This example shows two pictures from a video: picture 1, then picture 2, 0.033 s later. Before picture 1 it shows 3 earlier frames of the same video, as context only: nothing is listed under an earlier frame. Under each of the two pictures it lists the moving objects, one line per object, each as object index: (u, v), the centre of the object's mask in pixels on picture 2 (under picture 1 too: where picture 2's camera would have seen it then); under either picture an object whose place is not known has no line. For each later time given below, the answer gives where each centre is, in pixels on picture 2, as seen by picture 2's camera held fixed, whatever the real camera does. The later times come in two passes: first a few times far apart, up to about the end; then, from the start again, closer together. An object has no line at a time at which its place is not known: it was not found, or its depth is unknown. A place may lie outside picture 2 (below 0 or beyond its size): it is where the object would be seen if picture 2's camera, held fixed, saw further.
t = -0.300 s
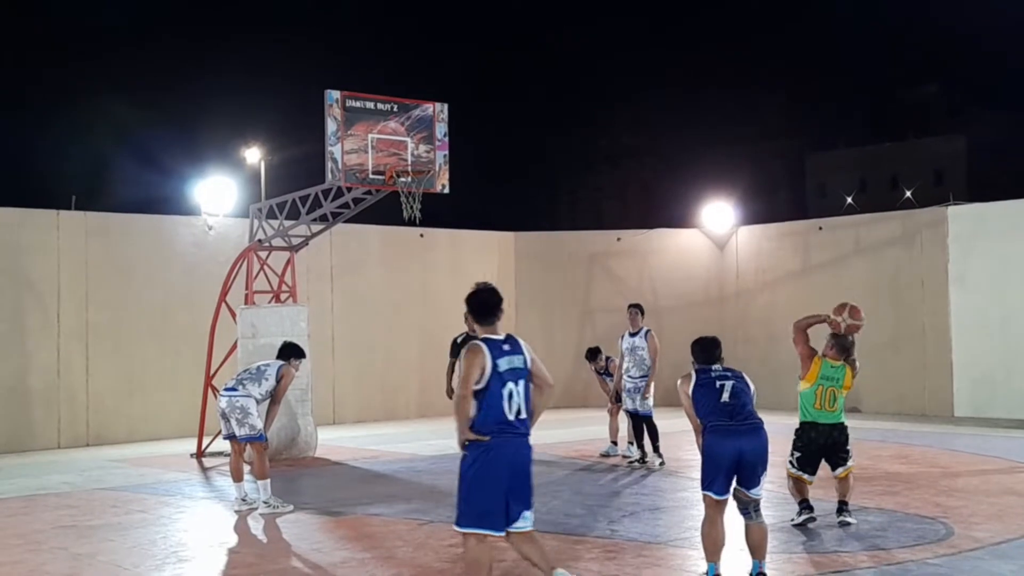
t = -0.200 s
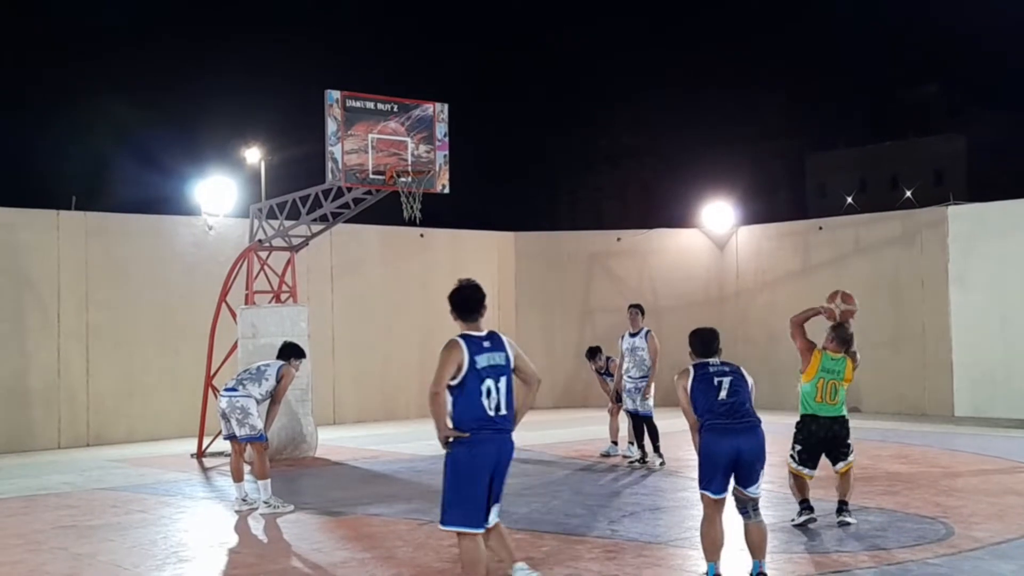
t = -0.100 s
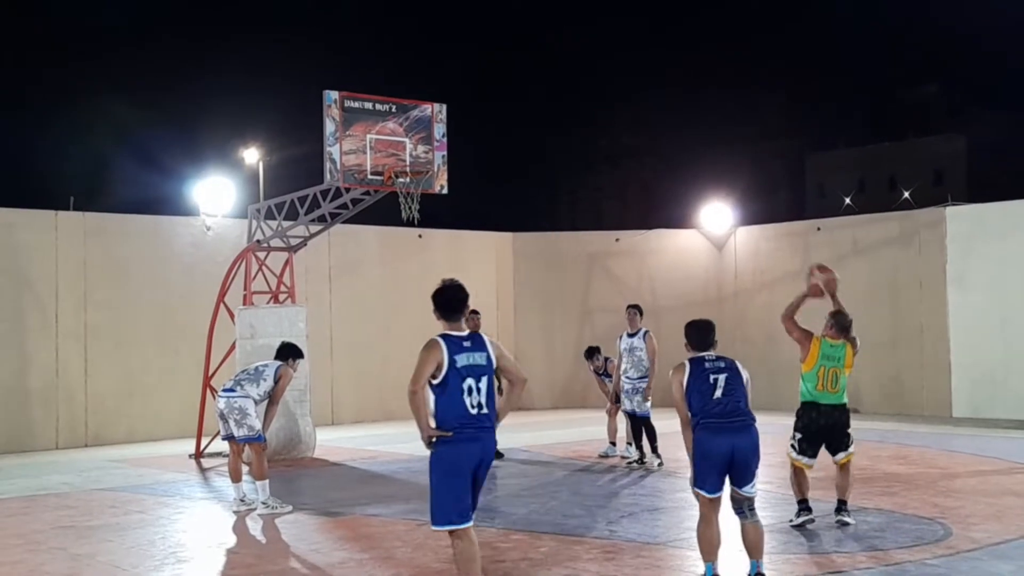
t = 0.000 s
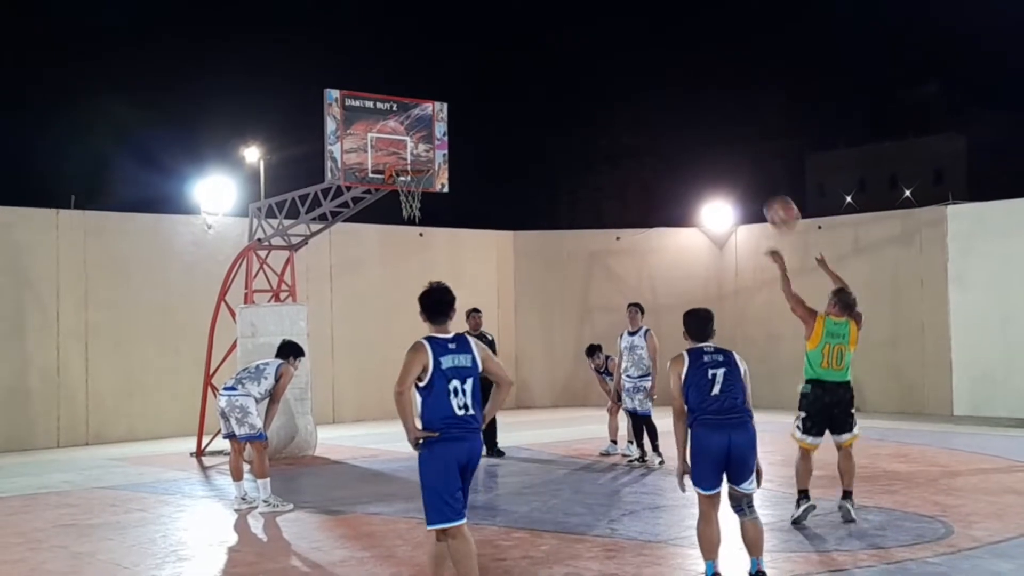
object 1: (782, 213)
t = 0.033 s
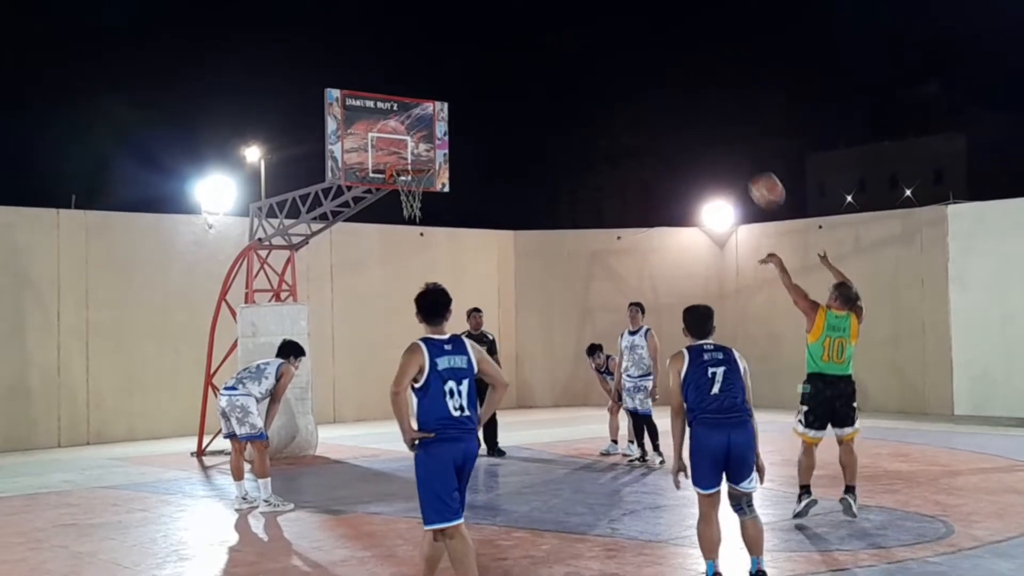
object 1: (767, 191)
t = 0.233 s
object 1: (678, 88)
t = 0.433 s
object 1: (602, 41)
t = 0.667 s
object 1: (525, 44)
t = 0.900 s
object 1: (459, 99)
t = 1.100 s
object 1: (419, 148)
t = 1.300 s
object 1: (405, 148)
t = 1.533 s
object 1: (401, 143)
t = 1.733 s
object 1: (402, 157)
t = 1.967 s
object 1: (406, 150)
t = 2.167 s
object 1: (411, 153)
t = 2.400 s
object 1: (414, 158)
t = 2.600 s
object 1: (418, 159)
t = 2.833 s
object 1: (426, 179)
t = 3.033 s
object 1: (412, 219)
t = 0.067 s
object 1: (751, 169)
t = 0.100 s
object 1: (736, 150)
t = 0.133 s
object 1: (721, 132)
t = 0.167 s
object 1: (706, 115)
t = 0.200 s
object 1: (692, 101)
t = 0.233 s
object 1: (678, 88)
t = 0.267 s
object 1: (664, 77)
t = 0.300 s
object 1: (651, 67)
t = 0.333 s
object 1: (638, 58)
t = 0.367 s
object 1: (626, 51)
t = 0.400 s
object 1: (614, 46)
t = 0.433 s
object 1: (602, 41)
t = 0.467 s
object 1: (590, 38)
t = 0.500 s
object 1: (579, 36)
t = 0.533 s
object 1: (568, 35)
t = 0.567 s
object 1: (556, 35)
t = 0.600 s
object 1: (545, 37)
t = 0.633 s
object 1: (535, 40)
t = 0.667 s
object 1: (525, 44)
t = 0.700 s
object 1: (515, 49)
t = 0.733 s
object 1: (505, 55)
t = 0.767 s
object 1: (495, 62)
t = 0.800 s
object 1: (486, 69)
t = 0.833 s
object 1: (476, 79)
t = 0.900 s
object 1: (459, 99)
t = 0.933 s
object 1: (452, 111)
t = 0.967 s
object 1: (442, 124)
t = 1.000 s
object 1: (434, 138)
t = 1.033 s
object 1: (427, 155)
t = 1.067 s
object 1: (423, 149)
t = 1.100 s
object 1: (419, 148)
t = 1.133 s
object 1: (417, 146)
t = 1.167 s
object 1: (415, 145)
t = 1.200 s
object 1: (413, 144)
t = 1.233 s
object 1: (411, 145)
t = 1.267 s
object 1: (407, 146)
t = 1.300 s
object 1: (405, 148)
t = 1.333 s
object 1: (404, 155)
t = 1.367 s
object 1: (402, 158)
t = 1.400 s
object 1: (400, 155)
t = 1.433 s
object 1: (400, 152)
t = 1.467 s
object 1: (401, 148)
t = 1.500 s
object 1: (401, 145)
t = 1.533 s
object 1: (401, 143)
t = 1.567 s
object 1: (401, 143)
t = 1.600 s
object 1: (401, 143)
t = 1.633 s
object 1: (402, 145)
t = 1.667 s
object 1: (402, 148)
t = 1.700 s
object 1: (402, 152)
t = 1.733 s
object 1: (402, 157)
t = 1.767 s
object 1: (402, 156)
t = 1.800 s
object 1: (402, 152)
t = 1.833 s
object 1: (402, 150)
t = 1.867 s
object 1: (403, 150)
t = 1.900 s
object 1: (405, 149)
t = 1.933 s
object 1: (406, 149)
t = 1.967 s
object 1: (406, 150)
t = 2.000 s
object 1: (409, 155)
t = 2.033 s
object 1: (409, 156)
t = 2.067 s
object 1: (411, 154)
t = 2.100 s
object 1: (411, 154)
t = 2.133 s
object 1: (410, 154)
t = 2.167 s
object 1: (411, 153)
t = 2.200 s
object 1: (412, 155)
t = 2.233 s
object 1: (412, 157)
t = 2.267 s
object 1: (413, 157)
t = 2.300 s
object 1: (413, 157)
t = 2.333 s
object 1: (414, 156)
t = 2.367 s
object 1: (413, 156)
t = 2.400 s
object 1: (414, 158)
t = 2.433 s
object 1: (414, 158)
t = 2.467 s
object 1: (415, 157)
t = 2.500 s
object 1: (416, 157)
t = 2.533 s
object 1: (417, 157)
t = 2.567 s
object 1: (418, 159)
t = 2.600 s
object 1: (418, 159)
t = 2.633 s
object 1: (419, 158)
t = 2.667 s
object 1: (418, 160)
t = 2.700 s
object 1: (419, 163)
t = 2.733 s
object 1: (418, 164)
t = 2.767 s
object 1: (422, 168)
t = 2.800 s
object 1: (425, 175)
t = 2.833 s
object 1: (426, 179)
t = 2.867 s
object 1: (415, 185)
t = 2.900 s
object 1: (413, 193)
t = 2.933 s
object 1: (411, 203)
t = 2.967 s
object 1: (414, 208)
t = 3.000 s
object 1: (413, 213)
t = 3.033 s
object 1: (412, 219)
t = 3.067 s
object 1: (410, 227)
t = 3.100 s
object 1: (409, 236)
